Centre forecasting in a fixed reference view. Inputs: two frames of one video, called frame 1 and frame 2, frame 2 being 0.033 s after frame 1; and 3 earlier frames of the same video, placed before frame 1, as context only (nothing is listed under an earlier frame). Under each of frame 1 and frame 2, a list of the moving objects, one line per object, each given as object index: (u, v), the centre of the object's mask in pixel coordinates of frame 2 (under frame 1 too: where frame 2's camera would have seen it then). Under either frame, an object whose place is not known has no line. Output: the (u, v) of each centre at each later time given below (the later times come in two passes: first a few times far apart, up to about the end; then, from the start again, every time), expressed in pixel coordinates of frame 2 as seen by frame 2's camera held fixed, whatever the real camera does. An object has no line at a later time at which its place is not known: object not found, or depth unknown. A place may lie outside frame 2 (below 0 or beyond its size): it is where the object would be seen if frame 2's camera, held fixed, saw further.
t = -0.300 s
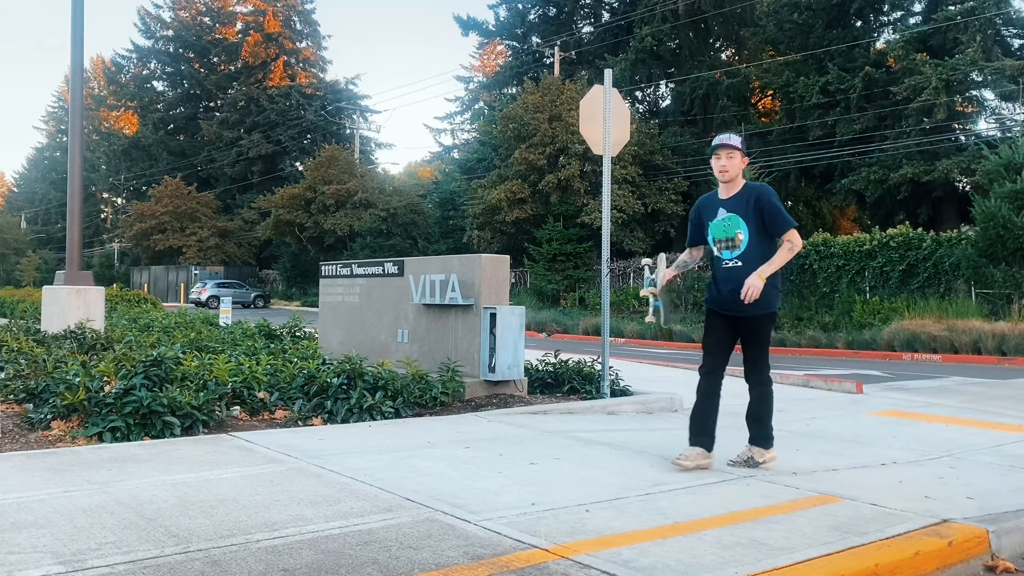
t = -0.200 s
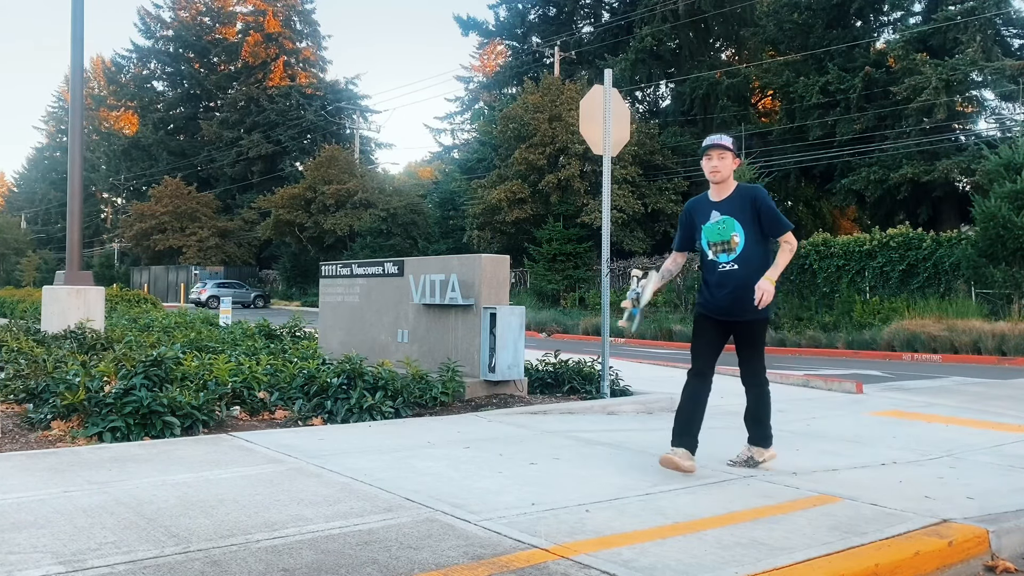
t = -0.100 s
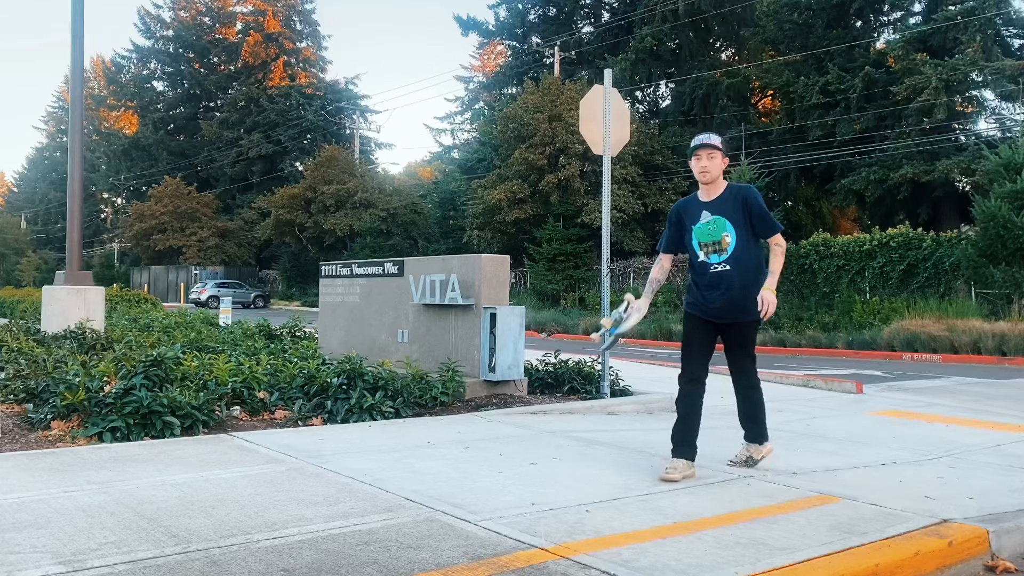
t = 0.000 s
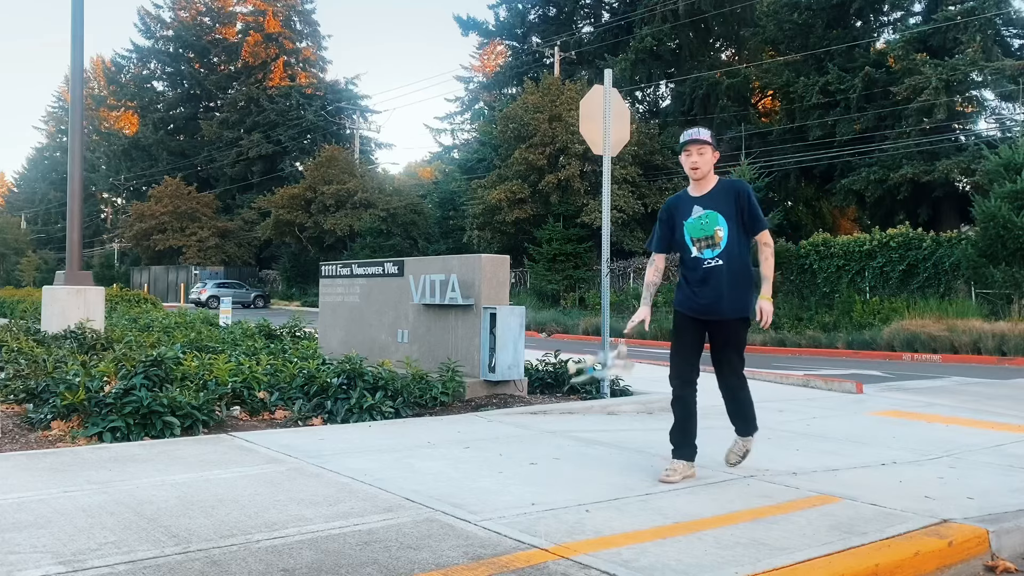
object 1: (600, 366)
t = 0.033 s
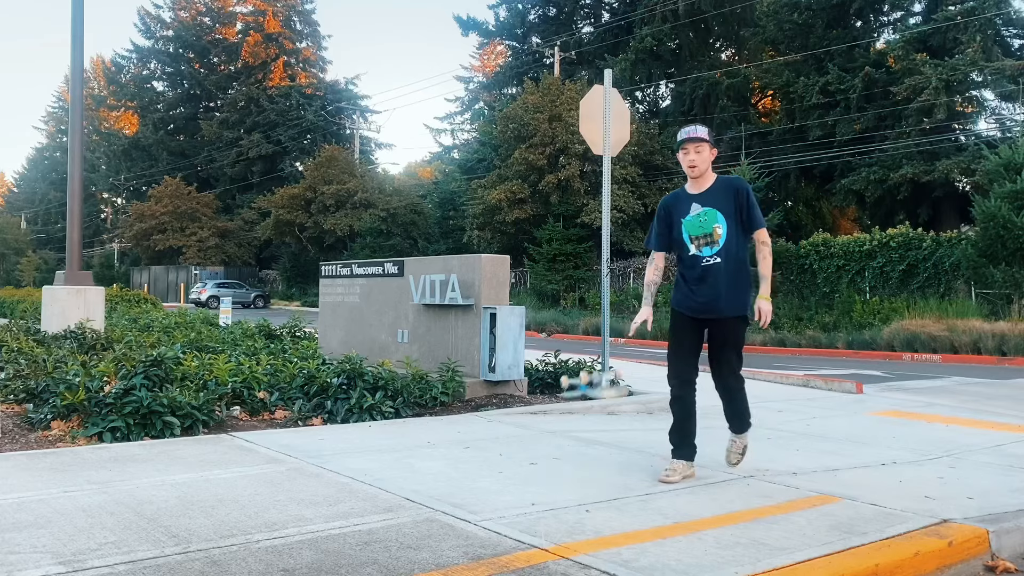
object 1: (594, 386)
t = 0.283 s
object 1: (543, 440)
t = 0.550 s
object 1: (472, 443)
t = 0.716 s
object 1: (456, 462)
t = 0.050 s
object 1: (587, 393)
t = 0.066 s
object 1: (587, 405)
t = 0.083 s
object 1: (583, 419)
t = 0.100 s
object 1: (578, 431)
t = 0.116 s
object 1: (576, 444)
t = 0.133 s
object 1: (570, 456)
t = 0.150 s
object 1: (569, 473)
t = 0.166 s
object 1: (568, 474)
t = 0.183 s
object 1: (567, 470)
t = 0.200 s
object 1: (563, 464)
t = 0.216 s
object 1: (560, 459)
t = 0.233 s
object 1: (555, 452)
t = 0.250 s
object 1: (551, 447)
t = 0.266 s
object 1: (547, 443)
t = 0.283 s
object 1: (543, 440)
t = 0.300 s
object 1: (539, 436)
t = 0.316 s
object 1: (534, 434)
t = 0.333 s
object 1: (529, 432)
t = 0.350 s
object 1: (523, 431)
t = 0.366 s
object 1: (518, 428)
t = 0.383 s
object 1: (512, 425)
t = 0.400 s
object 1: (505, 426)
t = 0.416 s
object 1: (502, 426)
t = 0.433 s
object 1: (498, 428)
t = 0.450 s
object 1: (494, 430)
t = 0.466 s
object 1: (489, 432)
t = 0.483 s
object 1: (485, 437)
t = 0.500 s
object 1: (481, 442)
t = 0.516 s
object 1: (478, 443)
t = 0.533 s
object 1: (475, 442)
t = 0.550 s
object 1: (472, 443)
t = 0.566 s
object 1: (469, 444)
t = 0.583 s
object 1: (467, 446)
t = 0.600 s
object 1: (464, 449)
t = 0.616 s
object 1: (462, 452)
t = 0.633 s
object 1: (459, 456)
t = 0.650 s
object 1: (457, 461)
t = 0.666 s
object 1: (457, 461)
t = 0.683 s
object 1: (459, 460)
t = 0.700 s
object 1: (456, 461)
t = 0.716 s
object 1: (456, 462)
